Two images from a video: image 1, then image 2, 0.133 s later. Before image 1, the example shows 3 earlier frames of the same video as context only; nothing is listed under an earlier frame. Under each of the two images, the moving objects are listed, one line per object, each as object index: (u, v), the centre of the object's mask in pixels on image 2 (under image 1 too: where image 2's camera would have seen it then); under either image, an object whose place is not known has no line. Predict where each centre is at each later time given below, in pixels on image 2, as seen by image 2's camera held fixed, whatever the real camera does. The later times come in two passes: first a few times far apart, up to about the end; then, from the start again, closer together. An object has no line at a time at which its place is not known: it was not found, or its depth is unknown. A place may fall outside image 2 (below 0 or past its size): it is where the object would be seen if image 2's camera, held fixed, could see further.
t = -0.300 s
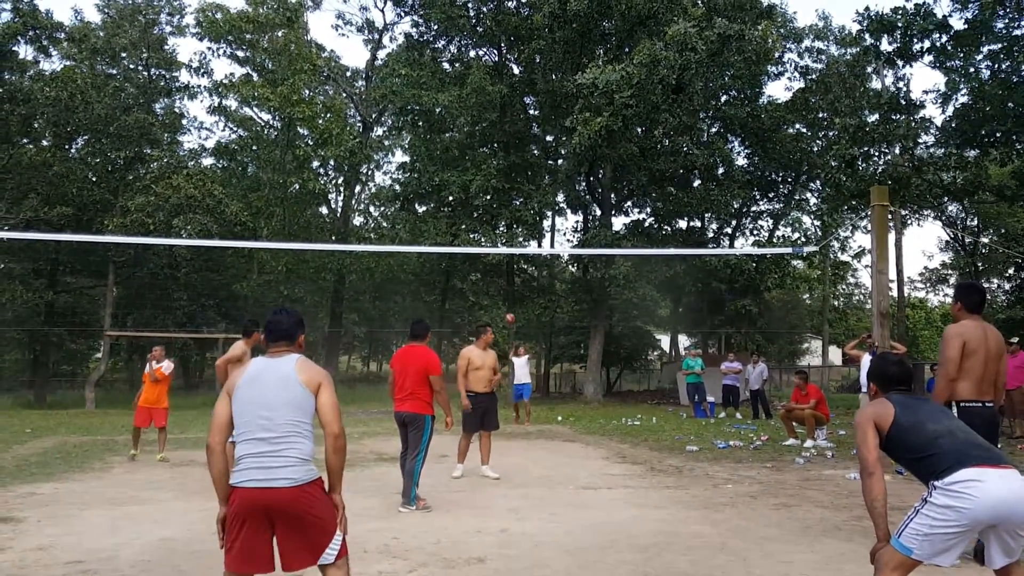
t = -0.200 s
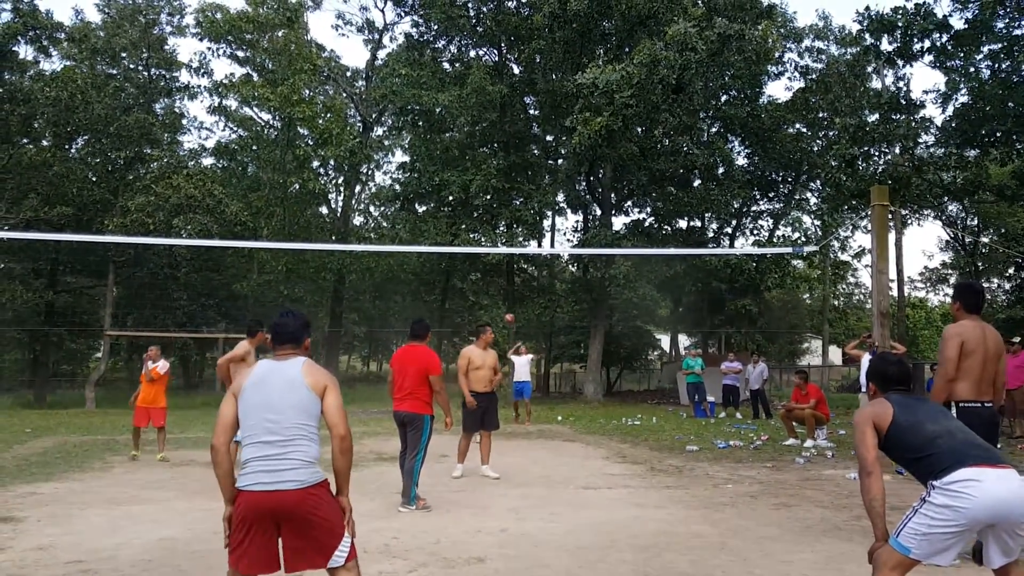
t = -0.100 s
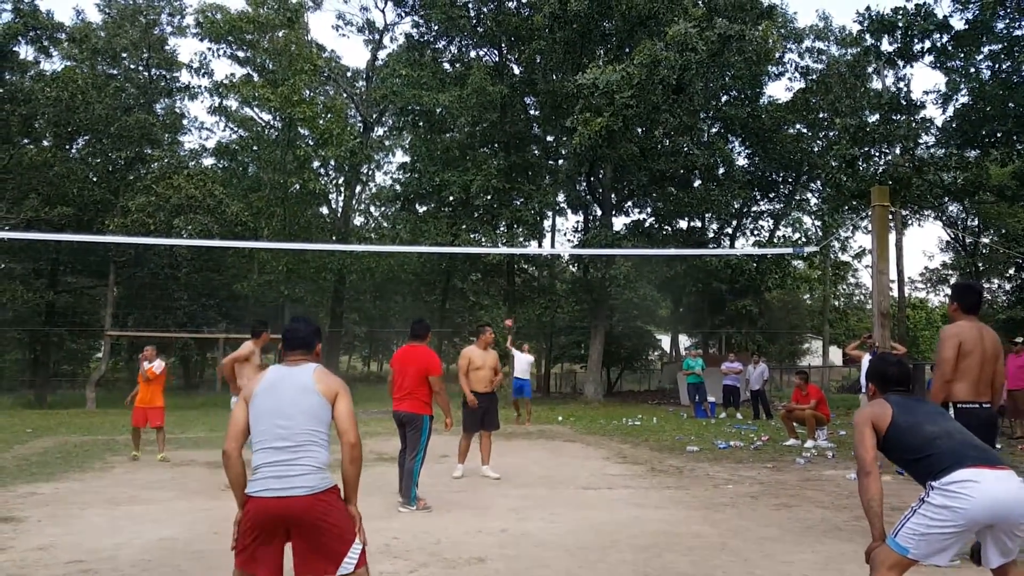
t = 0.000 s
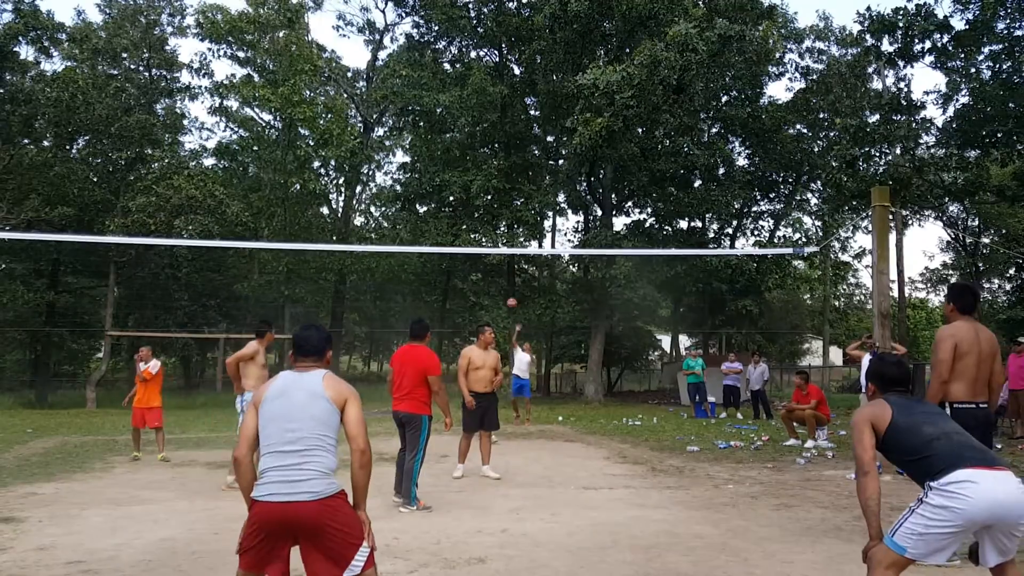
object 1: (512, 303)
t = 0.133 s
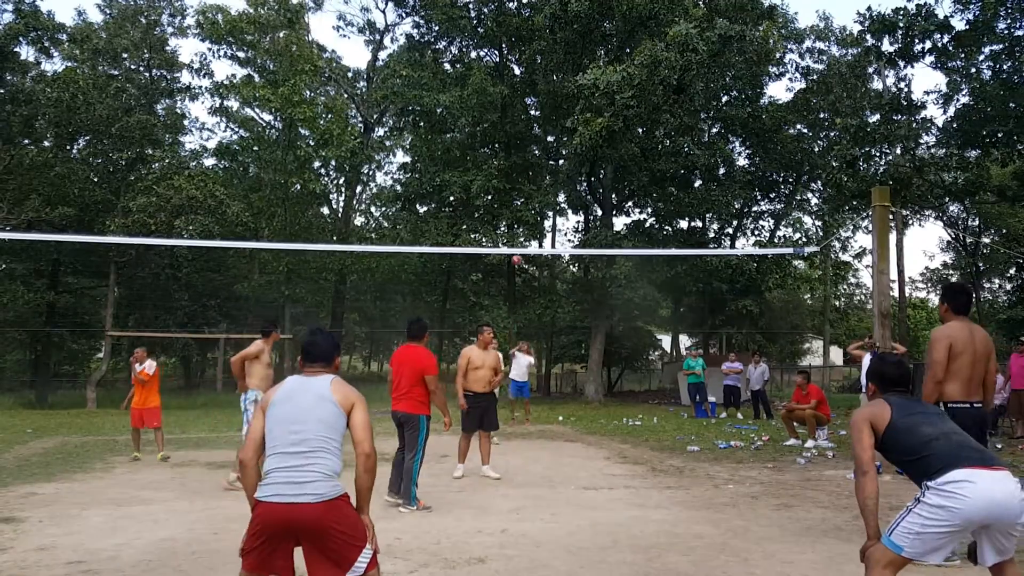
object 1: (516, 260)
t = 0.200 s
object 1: (519, 241)
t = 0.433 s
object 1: (524, 182)
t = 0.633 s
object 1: (530, 151)
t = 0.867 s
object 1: (537, 141)
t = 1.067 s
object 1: (546, 166)
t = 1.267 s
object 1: (555, 254)
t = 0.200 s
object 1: (519, 241)
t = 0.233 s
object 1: (520, 231)
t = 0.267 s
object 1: (522, 222)
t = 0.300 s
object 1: (522, 213)
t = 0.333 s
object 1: (523, 205)
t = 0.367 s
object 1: (523, 197)
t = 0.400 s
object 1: (524, 189)
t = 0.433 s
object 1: (524, 182)
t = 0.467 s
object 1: (525, 176)
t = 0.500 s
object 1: (527, 171)
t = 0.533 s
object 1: (527, 165)
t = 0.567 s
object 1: (528, 159)
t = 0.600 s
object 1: (528, 155)
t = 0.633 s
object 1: (530, 151)
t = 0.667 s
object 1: (531, 148)
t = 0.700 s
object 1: (532, 145)
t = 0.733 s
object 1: (533, 143)
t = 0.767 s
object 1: (534, 141)
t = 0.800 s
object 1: (535, 140)
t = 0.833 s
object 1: (536, 140)
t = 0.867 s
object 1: (537, 141)
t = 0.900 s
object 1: (539, 142)
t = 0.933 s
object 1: (540, 145)
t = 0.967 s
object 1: (541, 147)
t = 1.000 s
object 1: (544, 152)
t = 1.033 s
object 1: (545, 159)
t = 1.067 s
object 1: (546, 166)
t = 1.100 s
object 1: (548, 176)
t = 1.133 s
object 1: (549, 186)
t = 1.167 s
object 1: (551, 199)
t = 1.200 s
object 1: (552, 215)
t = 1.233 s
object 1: (553, 233)
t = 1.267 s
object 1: (555, 254)
